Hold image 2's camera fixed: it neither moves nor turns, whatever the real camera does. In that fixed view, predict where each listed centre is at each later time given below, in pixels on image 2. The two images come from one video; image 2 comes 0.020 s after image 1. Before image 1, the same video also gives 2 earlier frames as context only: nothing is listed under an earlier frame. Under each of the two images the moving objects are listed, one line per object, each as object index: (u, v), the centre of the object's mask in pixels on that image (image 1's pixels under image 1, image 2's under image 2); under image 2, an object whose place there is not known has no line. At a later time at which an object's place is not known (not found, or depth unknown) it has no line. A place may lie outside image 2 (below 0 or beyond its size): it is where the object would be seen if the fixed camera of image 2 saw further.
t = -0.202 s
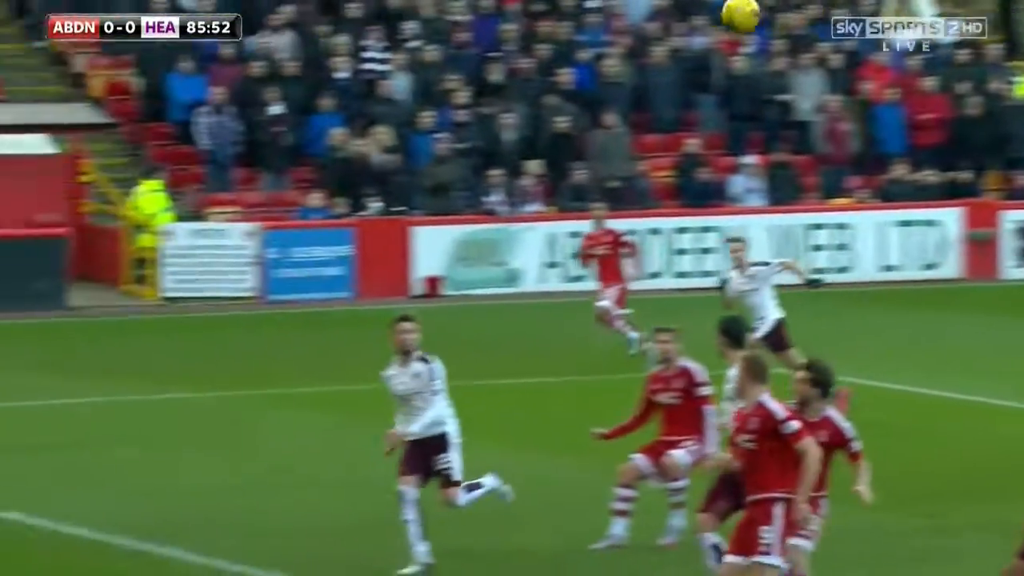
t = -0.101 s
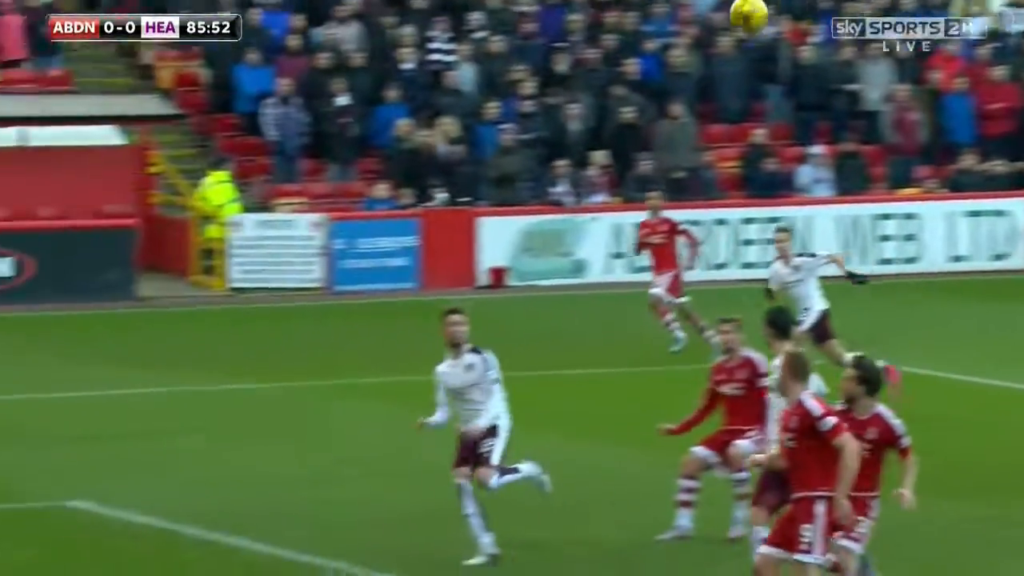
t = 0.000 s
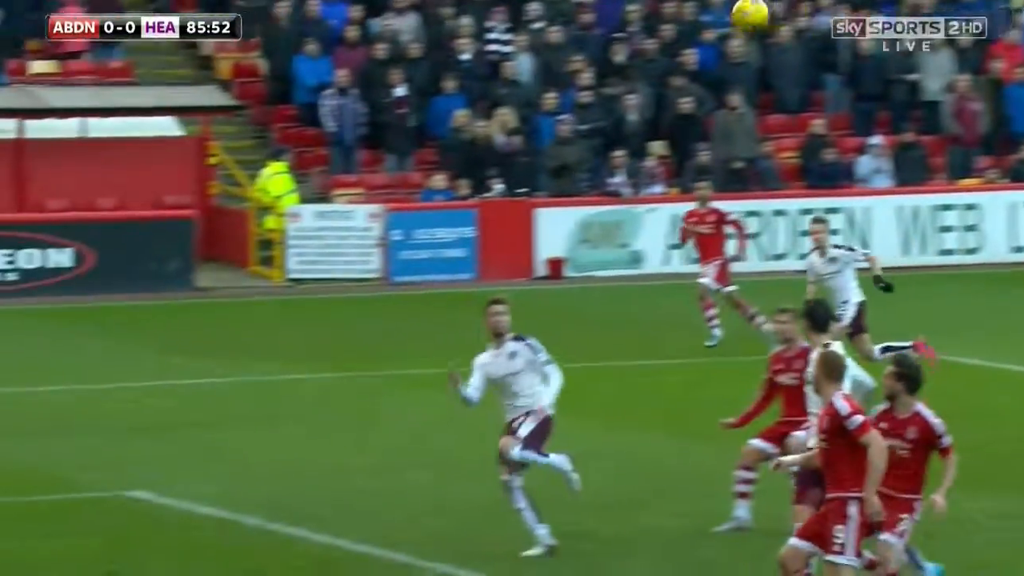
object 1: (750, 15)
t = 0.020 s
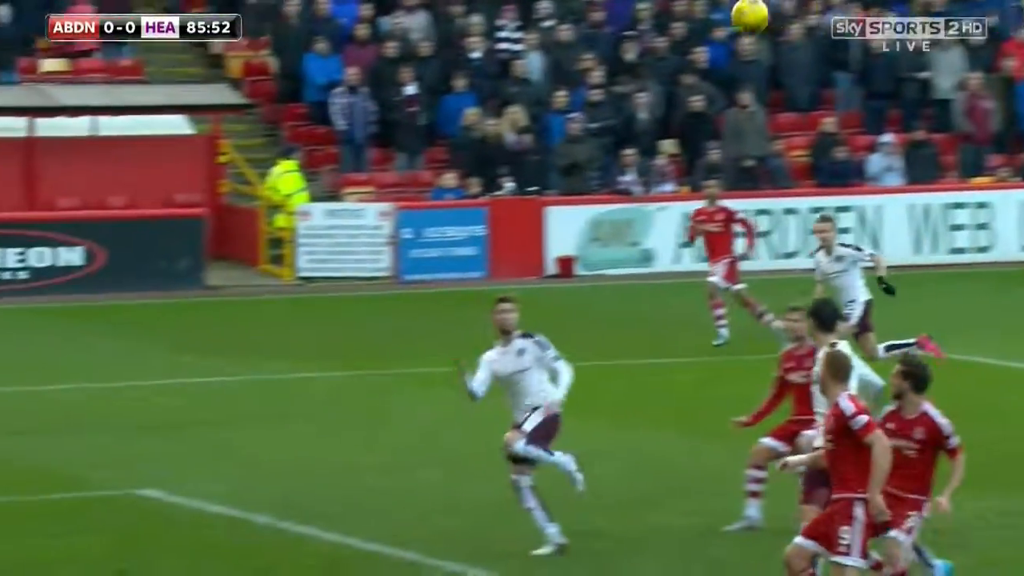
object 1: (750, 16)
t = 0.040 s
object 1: (739, 18)
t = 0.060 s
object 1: (729, 22)
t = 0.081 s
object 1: (720, 24)
